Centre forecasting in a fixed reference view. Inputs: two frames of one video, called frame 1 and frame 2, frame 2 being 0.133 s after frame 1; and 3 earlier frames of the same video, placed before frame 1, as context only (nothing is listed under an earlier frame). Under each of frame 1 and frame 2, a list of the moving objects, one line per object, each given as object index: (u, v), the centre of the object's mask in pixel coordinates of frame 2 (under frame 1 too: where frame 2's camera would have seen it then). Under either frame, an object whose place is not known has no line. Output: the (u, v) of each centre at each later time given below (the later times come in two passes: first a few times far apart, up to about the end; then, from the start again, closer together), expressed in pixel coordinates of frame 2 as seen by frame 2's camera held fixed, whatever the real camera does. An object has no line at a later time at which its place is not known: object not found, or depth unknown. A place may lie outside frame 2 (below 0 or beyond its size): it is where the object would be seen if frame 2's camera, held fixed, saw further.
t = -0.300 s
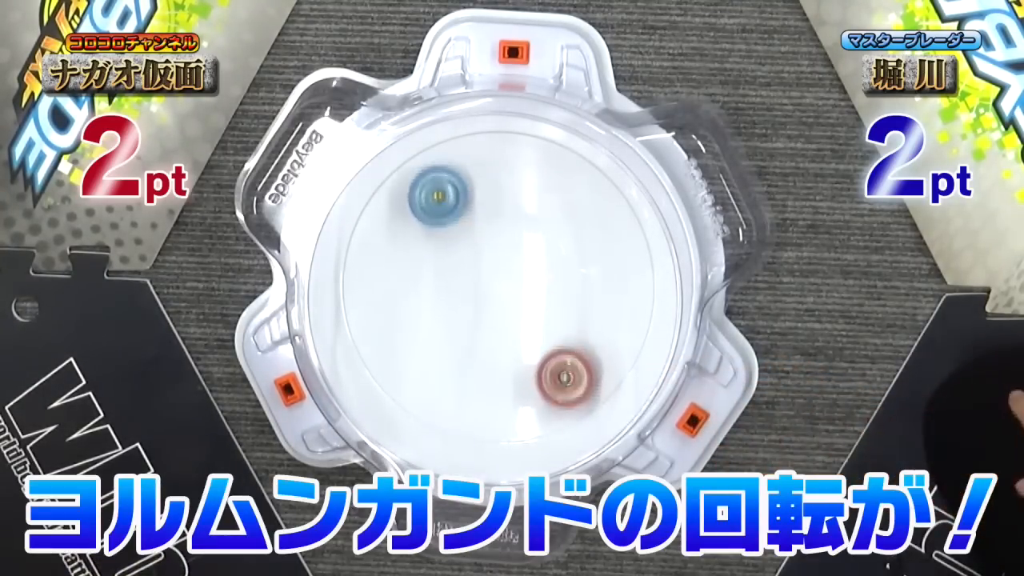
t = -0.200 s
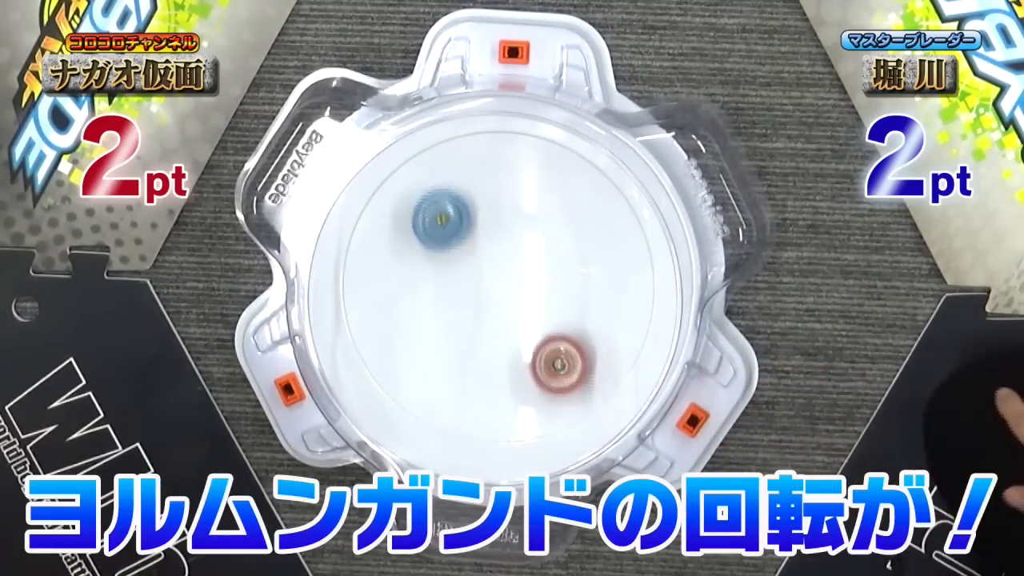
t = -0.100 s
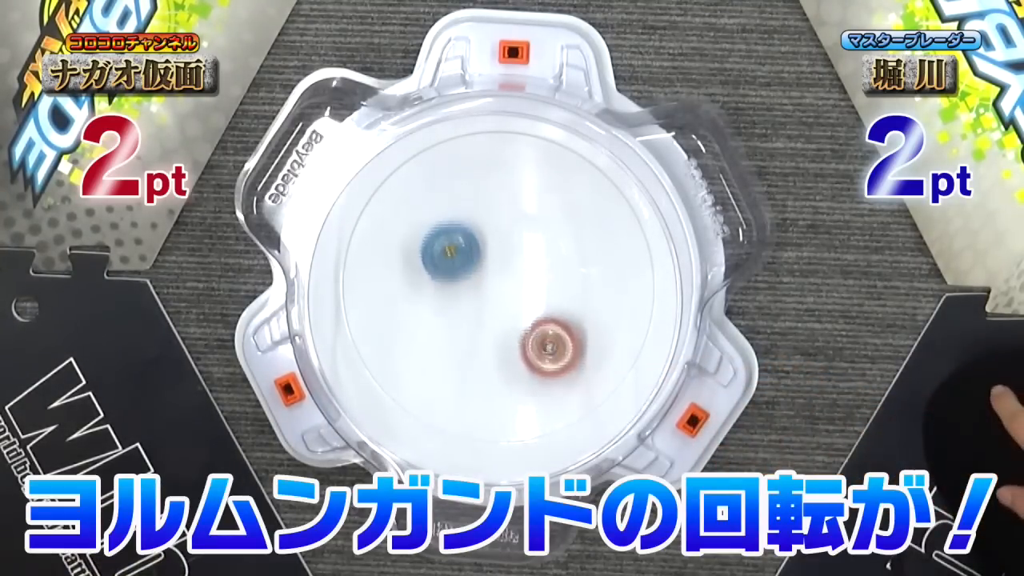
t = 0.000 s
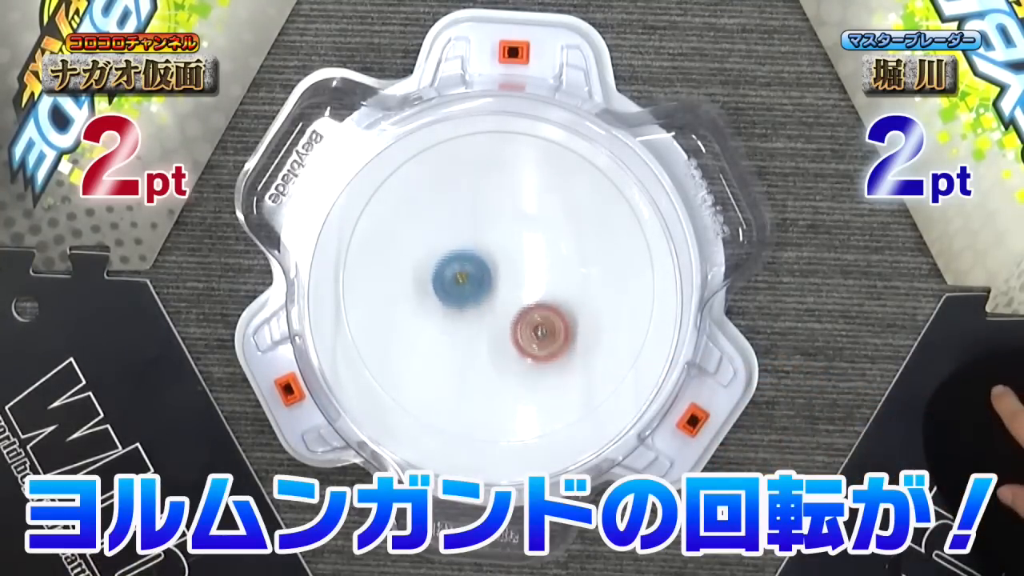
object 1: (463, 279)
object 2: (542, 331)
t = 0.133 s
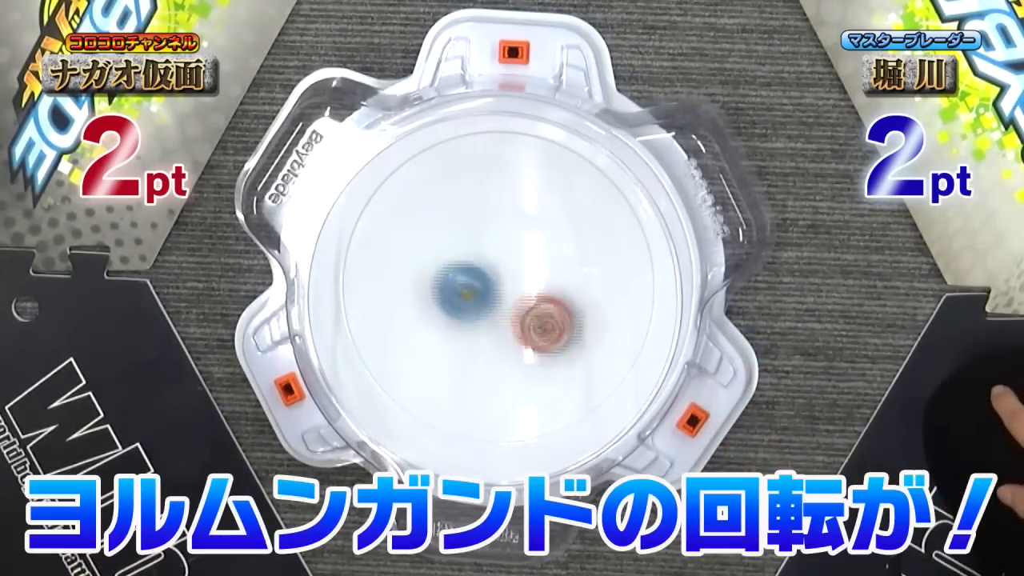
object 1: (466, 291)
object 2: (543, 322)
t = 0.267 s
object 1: (437, 262)
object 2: (588, 330)
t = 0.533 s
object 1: (475, 258)
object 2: (578, 299)
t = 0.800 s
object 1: (495, 273)
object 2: (562, 287)
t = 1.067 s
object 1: (474, 264)
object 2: (562, 289)
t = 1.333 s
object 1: (489, 293)
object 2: (561, 287)
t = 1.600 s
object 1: (446, 289)
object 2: (584, 287)
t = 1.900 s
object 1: (456, 289)
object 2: (562, 281)
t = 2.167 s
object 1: (462, 288)
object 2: (530, 286)
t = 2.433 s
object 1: (451, 272)
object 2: (533, 291)
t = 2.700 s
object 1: (446, 263)
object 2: (561, 298)
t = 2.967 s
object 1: (457, 273)
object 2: (555, 291)
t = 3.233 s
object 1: (471, 283)
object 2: (538, 284)
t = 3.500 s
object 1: (419, 279)
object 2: (578, 288)
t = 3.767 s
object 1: (443, 288)
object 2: (545, 282)
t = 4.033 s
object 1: (408, 279)
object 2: (542, 293)
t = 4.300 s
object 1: (434, 288)
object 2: (539, 289)
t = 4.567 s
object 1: (457, 295)
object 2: (537, 286)
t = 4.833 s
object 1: (474, 302)
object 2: (535, 283)
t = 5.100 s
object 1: (455, 319)
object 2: (569, 275)
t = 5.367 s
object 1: (475, 316)
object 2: (540, 281)
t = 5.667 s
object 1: (470, 313)
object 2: (541, 279)
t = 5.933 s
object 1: (464, 311)
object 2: (547, 264)
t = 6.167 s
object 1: (470, 310)
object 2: (540, 257)
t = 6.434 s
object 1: (470, 312)
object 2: (527, 267)
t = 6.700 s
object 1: (470, 315)
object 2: (519, 265)
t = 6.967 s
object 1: (466, 321)
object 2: (529, 258)
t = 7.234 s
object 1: (478, 318)
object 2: (541, 269)
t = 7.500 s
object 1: (469, 316)
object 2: (533, 284)
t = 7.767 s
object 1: (467, 315)
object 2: (528, 281)
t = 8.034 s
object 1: (463, 315)
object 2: (536, 280)
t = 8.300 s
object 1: (472, 317)
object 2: (540, 283)
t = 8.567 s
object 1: (465, 324)
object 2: (533, 278)
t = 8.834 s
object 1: (472, 326)
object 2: (532, 269)
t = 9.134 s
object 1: (472, 327)
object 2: (529, 266)
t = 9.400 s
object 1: (477, 326)
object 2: (524, 266)
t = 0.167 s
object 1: (452, 283)
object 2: (561, 328)
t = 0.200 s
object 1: (443, 275)
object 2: (573, 332)
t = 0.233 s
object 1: (438, 268)
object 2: (582, 333)
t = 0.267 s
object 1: (437, 262)
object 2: (588, 330)
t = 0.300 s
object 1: (439, 257)
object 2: (591, 325)
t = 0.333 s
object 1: (443, 254)
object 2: (593, 319)
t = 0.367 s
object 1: (448, 252)
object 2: (593, 313)
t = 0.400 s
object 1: (453, 252)
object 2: (591, 309)
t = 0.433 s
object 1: (458, 252)
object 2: (588, 306)
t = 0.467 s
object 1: (464, 254)
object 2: (585, 303)
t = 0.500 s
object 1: (470, 255)
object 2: (581, 301)
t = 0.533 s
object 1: (475, 258)
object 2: (578, 299)
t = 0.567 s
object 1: (479, 260)
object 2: (576, 297)
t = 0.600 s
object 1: (483, 263)
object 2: (573, 295)
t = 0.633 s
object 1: (486, 265)
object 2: (570, 293)
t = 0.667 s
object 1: (489, 268)
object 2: (569, 292)
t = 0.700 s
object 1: (491, 270)
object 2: (567, 291)
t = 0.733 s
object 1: (493, 271)
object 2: (566, 290)
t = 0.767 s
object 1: (494, 272)
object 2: (564, 288)
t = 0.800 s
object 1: (495, 273)
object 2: (562, 287)
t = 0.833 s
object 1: (491, 271)
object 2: (564, 288)
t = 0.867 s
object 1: (481, 266)
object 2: (569, 292)
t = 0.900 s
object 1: (473, 263)
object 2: (570, 294)
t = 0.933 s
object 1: (468, 260)
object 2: (569, 294)
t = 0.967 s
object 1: (467, 258)
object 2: (567, 293)
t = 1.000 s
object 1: (468, 259)
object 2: (566, 292)
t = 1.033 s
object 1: (470, 260)
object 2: (564, 291)
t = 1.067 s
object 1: (474, 264)
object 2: (562, 289)
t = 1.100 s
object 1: (479, 269)
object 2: (561, 288)
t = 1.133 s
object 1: (484, 274)
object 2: (560, 287)
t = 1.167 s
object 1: (488, 279)
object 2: (559, 286)
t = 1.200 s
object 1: (491, 283)
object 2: (558, 285)
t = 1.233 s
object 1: (493, 286)
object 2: (558, 285)
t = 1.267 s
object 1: (493, 289)
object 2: (559, 285)
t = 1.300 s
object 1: (492, 292)
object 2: (559, 286)
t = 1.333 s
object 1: (489, 293)
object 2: (561, 287)
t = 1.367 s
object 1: (488, 294)
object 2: (559, 287)
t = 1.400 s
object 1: (487, 294)
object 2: (558, 287)
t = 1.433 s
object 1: (487, 294)
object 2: (555, 286)
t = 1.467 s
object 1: (487, 295)
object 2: (553, 285)
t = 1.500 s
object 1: (482, 294)
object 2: (554, 286)
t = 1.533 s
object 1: (466, 292)
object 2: (567, 288)
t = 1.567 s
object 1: (454, 290)
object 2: (578, 288)
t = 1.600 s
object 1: (446, 289)
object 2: (584, 287)
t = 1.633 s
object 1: (443, 288)
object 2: (587, 286)
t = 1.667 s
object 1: (443, 288)
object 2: (587, 287)
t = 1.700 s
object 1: (444, 288)
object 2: (585, 286)
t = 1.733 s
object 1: (446, 288)
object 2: (582, 286)
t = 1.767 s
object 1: (447, 288)
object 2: (578, 285)
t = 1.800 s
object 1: (449, 288)
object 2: (574, 284)
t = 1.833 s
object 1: (451, 289)
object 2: (570, 283)
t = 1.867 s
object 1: (453, 289)
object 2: (566, 282)
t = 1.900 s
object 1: (456, 289)
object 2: (562, 281)
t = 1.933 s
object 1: (458, 289)
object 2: (559, 280)
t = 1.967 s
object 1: (460, 290)
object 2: (555, 279)
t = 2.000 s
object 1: (463, 290)
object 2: (550, 280)
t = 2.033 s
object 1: (465, 290)
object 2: (543, 281)
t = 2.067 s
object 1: (468, 290)
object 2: (537, 282)
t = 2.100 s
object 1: (468, 290)
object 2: (533, 284)
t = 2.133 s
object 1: (464, 290)
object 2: (532, 286)
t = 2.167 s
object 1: (462, 288)
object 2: (530, 286)
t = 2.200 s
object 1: (460, 286)
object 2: (528, 287)
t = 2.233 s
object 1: (451, 283)
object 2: (533, 289)
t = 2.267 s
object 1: (445, 280)
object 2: (536, 291)
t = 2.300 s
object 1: (443, 277)
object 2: (537, 292)
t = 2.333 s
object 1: (443, 275)
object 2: (536, 293)
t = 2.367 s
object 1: (445, 273)
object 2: (535, 292)
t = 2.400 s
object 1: (448, 272)
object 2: (534, 291)
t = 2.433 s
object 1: (451, 272)
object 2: (533, 291)
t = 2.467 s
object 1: (455, 273)
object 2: (532, 290)
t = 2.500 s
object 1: (459, 274)
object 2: (532, 290)
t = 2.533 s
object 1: (464, 275)
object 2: (532, 288)
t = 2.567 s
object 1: (467, 276)
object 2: (532, 287)
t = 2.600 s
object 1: (461, 272)
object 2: (537, 292)
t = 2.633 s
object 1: (452, 267)
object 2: (548, 297)
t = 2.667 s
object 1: (447, 264)
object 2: (556, 298)
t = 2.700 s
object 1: (446, 263)
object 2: (561, 298)
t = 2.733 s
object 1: (446, 263)
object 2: (563, 298)
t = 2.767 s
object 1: (448, 264)
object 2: (563, 297)
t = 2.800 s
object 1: (450, 265)
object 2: (563, 296)
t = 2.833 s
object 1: (452, 267)
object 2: (562, 295)
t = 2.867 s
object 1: (453, 269)
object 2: (560, 294)
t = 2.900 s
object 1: (454, 270)
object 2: (558, 293)
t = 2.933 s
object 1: (456, 272)
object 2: (556, 292)
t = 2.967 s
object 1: (457, 273)
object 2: (555, 291)
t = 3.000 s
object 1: (459, 275)
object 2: (554, 289)
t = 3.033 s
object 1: (461, 277)
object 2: (553, 288)
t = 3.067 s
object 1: (463, 278)
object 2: (551, 287)
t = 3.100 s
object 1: (465, 279)
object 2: (550, 286)
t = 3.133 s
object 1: (467, 280)
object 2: (548, 285)
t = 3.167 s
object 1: (469, 282)
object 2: (545, 284)
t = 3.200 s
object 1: (472, 283)
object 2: (542, 282)
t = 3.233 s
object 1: (471, 283)
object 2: (538, 284)
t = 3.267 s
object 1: (452, 279)
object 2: (553, 287)
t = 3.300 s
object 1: (437, 276)
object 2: (568, 290)
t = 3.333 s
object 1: (423, 275)
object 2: (574, 292)
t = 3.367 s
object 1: (415, 274)
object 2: (578, 293)
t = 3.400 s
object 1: (415, 274)
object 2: (581, 293)
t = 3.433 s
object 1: (415, 276)
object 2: (583, 291)
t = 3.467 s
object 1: (417, 277)
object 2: (581, 290)
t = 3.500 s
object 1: (419, 279)
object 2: (578, 288)
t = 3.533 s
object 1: (422, 280)
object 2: (576, 288)
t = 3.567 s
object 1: (425, 281)
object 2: (572, 286)
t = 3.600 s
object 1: (429, 282)
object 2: (568, 284)
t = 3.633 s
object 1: (433, 284)
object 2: (565, 283)
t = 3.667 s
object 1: (436, 285)
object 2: (562, 281)
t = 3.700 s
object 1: (439, 286)
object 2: (558, 280)
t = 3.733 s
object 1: (442, 287)
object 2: (552, 280)
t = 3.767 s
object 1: (443, 288)
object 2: (545, 282)
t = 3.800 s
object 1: (446, 288)
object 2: (538, 282)
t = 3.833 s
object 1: (449, 289)
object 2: (530, 282)
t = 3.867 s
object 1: (452, 290)
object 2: (521, 283)
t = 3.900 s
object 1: (450, 290)
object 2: (518, 284)
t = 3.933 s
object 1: (432, 286)
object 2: (528, 286)
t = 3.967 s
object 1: (419, 283)
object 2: (535, 290)
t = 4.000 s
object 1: (411, 280)
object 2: (541, 291)
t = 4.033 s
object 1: (408, 279)
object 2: (542, 293)
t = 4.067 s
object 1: (409, 279)
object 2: (541, 293)
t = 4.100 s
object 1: (411, 280)
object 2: (540, 293)
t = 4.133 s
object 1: (415, 281)
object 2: (539, 291)
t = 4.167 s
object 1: (418, 282)
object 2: (539, 291)
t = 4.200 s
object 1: (422, 284)
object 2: (539, 291)
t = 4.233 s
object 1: (427, 285)
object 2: (539, 290)
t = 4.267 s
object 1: (430, 287)
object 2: (538, 289)
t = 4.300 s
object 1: (434, 288)
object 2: (539, 289)
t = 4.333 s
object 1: (437, 289)
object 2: (539, 288)
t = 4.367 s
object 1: (440, 290)
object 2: (538, 288)
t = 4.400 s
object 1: (444, 291)
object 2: (538, 288)
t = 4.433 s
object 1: (447, 292)
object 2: (538, 287)
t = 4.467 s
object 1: (449, 292)
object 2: (538, 287)
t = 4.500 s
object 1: (452, 294)
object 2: (538, 287)
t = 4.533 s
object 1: (455, 294)
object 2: (538, 286)
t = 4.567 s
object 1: (457, 295)
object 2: (537, 286)
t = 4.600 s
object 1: (459, 295)
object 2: (538, 285)
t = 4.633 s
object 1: (461, 296)
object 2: (537, 284)
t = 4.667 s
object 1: (464, 297)
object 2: (537, 284)
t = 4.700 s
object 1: (466, 298)
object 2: (537, 284)
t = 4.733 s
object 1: (468, 299)
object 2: (537, 283)
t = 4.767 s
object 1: (470, 300)
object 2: (536, 284)
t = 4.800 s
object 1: (472, 301)
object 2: (536, 283)
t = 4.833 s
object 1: (474, 302)
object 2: (535, 283)
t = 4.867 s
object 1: (473, 304)
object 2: (537, 283)
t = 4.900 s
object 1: (465, 306)
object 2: (547, 282)
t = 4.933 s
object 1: (458, 309)
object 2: (554, 281)
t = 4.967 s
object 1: (454, 312)
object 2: (559, 280)
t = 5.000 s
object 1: (453, 315)
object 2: (563, 278)
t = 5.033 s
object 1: (452, 318)
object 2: (567, 275)
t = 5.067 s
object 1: (453, 319)
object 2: (569, 275)
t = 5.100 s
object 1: (455, 319)
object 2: (569, 275)
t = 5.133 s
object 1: (457, 319)
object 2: (568, 275)
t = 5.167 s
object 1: (460, 318)
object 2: (566, 275)
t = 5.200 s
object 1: (462, 318)
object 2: (562, 275)
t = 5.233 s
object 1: (464, 318)
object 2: (558, 275)
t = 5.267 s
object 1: (467, 317)
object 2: (554, 275)
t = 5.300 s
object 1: (470, 316)
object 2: (549, 277)
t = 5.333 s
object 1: (472, 316)
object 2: (545, 279)
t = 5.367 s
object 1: (475, 316)
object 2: (540, 281)
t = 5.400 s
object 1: (476, 315)
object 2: (535, 284)
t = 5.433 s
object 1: (472, 317)
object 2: (537, 283)
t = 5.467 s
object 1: (467, 318)
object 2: (538, 282)
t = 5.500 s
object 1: (465, 317)
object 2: (543, 280)
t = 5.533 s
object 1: (465, 316)
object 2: (543, 280)
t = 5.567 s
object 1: (466, 315)
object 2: (541, 282)
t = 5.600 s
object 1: (466, 315)
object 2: (542, 279)
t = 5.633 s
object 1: (469, 314)
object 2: (542, 279)
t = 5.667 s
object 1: (470, 313)
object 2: (541, 279)
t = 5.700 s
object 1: (472, 312)
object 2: (540, 276)
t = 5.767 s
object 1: (475, 310)
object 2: (537, 276)
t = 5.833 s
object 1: (479, 308)
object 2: (535, 274)
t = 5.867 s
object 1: (476, 309)
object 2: (538, 272)
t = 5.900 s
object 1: (469, 311)
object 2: (544, 268)
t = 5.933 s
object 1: (464, 311)
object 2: (547, 264)
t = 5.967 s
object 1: (462, 311)
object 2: (548, 261)
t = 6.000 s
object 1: (462, 310)
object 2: (549, 258)
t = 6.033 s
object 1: (464, 310)
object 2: (548, 257)
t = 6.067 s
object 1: (466, 310)
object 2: (549, 255)
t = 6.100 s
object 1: (467, 310)
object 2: (546, 256)
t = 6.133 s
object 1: (468, 310)
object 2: (543, 257)
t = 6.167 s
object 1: (470, 310)
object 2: (540, 257)
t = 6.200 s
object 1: (471, 310)
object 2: (537, 258)
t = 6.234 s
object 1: (473, 310)
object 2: (534, 258)
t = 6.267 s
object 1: (474, 310)
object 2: (530, 260)
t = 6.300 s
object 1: (475, 310)
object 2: (528, 263)
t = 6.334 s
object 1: (475, 310)
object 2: (525, 266)
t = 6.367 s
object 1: (471, 313)
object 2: (527, 266)
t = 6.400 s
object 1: (470, 312)
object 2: (528, 265)
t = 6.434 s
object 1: (470, 312)
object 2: (527, 267)
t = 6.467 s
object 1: (470, 312)
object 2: (526, 267)
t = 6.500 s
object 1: (470, 313)
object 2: (525, 268)
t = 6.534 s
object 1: (471, 313)
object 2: (523, 267)
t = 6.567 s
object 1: (471, 313)
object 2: (522, 267)
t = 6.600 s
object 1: (472, 313)
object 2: (519, 268)
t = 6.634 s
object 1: (472, 314)
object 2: (518, 268)
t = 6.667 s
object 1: (470, 315)
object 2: (518, 266)
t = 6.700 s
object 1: (470, 315)
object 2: (519, 265)
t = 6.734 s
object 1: (470, 315)
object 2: (519, 264)
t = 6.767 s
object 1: (471, 314)
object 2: (518, 264)
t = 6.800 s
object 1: (472, 314)
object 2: (519, 264)
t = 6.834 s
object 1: (474, 313)
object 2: (516, 265)
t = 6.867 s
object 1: (474, 314)
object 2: (517, 265)
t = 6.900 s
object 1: (470, 318)
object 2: (522, 261)
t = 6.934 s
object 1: (467, 321)
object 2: (528, 259)
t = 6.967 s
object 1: (466, 321)
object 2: (529, 258)
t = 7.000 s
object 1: (467, 320)
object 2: (533, 258)
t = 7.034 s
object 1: (469, 319)
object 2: (535, 257)
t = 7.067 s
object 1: (470, 319)
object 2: (539, 258)
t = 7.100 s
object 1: (472, 319)
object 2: (541, 258)
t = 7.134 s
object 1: (474, 318)
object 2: (543, 261)
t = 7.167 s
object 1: (475, 318)
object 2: (542, 263)
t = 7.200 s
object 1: (477, 318)
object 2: (544, 266)
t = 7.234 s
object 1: (478, 318)
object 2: (541, 269)
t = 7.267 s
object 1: (479, 318)
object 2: (542, 273)
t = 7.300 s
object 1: (481, 318)
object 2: (539, 276)
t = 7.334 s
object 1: (482, 318)
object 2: (537, 279)
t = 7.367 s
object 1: (480, 318)
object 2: (536, 281)
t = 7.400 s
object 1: (473, 319)
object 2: (538, 283)
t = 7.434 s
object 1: (470, 318)
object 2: (538, 283)
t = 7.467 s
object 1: (468, 317)
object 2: (537, 284)
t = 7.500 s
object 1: (469, 316)
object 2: (533, 284)
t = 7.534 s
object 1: (470, 315)
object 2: (531, 285)
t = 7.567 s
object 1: (469, 315)
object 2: (529, 285)
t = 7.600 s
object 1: (464, 316)
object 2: (530, 285)
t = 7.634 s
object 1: (463, 315)
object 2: (531, 285)
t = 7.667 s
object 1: (464, 315)
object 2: (531, 284)
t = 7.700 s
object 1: (466, 314)
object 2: (531, 284)
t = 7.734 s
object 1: (466, 315)
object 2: (528, 282)
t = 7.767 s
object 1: (467, 315)
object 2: (528, 281)
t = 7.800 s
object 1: (468, 315)
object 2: (526, 281)
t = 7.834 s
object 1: (469, 315)
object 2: (528, 280)
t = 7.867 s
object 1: (470, 315)
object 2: (527, 282)
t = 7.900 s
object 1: (471, 315)
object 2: (527, 282)
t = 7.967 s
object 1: (465, 317)
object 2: (532, 281)
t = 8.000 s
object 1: (463, 316)
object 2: (535, 281)
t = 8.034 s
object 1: (463, 315)
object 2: (536, 280)
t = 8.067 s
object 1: (463, 315)
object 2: (540, 280)
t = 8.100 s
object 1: (465, 316)
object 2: (541, 280)
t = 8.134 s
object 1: (466, 316)
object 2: (543, 280)
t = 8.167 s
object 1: (467, 316)
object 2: (542, 282)
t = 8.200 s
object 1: (468, 316)
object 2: (542, 281)
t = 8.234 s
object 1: (470, 316)
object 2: (543, 282)
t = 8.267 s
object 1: (471, 317)
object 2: (541, 282)
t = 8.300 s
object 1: (472, 317)
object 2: (540, 283)
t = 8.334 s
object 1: (474, 317)
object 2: (537, 285)
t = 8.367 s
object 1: (475, 317)
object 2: (534, 284)
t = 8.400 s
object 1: (474, 318)
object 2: (533, 285)
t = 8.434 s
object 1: (473, 319)
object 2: (532, 284)
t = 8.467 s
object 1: (473, 319)
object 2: (530, 284)
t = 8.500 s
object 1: (472, 319)
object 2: (527, 282)
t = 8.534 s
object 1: (468, 321)
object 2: (531, 280)
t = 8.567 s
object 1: (465, 324)
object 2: (533, 278)
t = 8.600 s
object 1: (462, 326)
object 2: (535, 274)
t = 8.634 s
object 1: (462, 327)
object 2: (537, 273)
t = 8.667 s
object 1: (463, 327)
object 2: (536, 271)
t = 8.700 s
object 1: (464, 326)
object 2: (538, 270)
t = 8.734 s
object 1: (466, 326)
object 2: (537, 271)
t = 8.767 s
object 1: (468, 326)
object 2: (536, 270)
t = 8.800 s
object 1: (470, 326)
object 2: (534, 271)
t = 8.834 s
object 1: (472, 326)
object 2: (532, 269)
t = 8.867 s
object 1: (473, 327)
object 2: (532, 269)
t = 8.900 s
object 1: (475, 327)
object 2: (529, 271)
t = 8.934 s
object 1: (476, 327)
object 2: (528, 270)
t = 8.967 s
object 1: (477, 326)
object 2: (527, 272)
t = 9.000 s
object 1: (478, 325)
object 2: (522, 273)
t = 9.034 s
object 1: (479, 324)
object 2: (521, 272)
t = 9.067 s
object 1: (475, 327)
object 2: (525, 269)
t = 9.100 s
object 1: (473, 328)
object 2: (527, 267)
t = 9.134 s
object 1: (472, 327)
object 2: (529, 266)
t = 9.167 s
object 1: (473, 326)
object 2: (527, 267)
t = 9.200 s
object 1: (474, 327)
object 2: (526, 265)
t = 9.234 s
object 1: (475, 326)
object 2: (527, 263)
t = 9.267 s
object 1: (475, 327)
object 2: (526, 262)
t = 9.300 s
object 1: (475, 327)
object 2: (527, 263)
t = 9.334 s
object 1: (476, 327)
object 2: (525, 266)
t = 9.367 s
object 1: (476, 327)
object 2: (524, 264)
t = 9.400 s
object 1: (477, 326)
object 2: (524, 266)
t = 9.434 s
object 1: (478, 326)
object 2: (523, 268)
